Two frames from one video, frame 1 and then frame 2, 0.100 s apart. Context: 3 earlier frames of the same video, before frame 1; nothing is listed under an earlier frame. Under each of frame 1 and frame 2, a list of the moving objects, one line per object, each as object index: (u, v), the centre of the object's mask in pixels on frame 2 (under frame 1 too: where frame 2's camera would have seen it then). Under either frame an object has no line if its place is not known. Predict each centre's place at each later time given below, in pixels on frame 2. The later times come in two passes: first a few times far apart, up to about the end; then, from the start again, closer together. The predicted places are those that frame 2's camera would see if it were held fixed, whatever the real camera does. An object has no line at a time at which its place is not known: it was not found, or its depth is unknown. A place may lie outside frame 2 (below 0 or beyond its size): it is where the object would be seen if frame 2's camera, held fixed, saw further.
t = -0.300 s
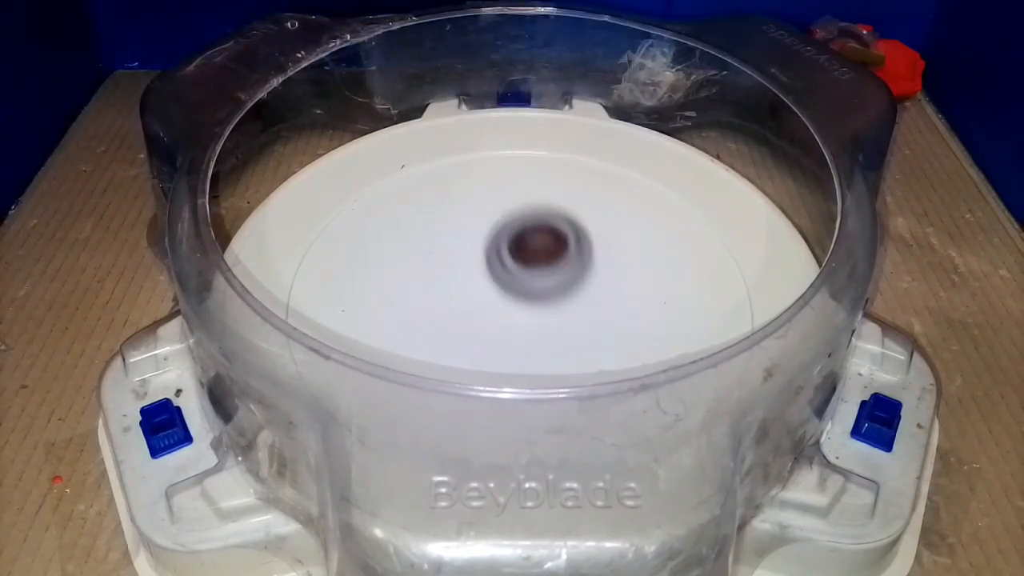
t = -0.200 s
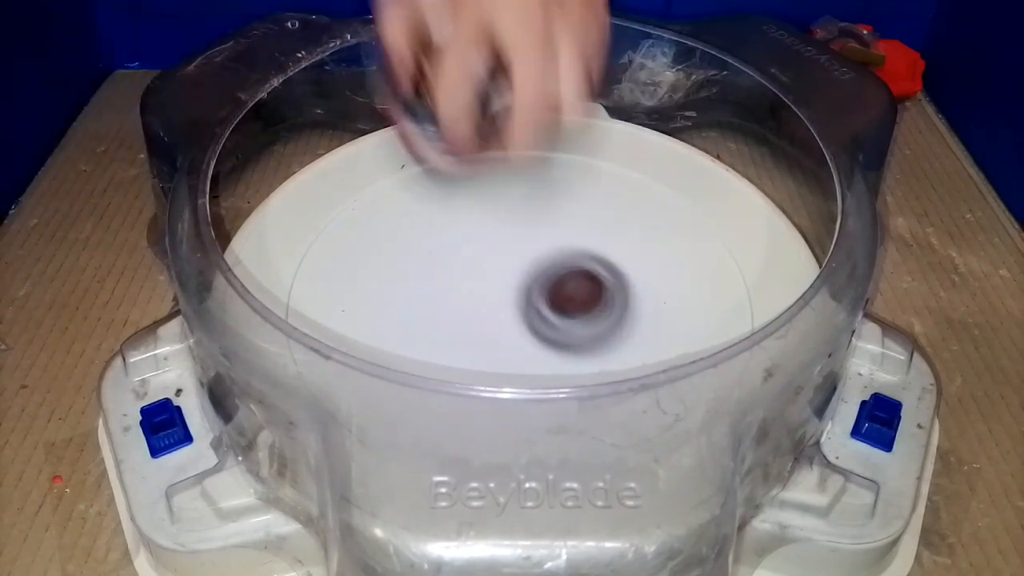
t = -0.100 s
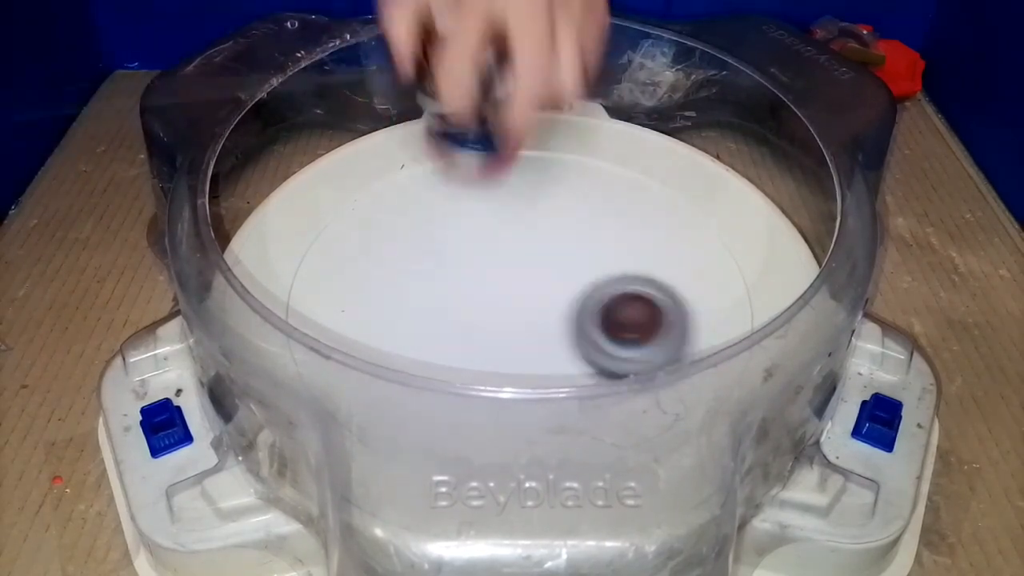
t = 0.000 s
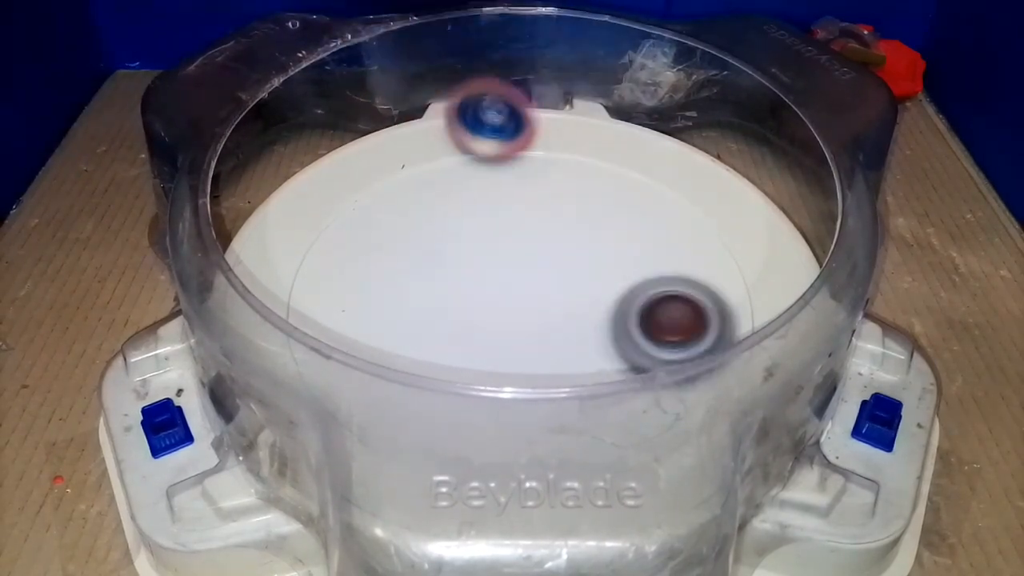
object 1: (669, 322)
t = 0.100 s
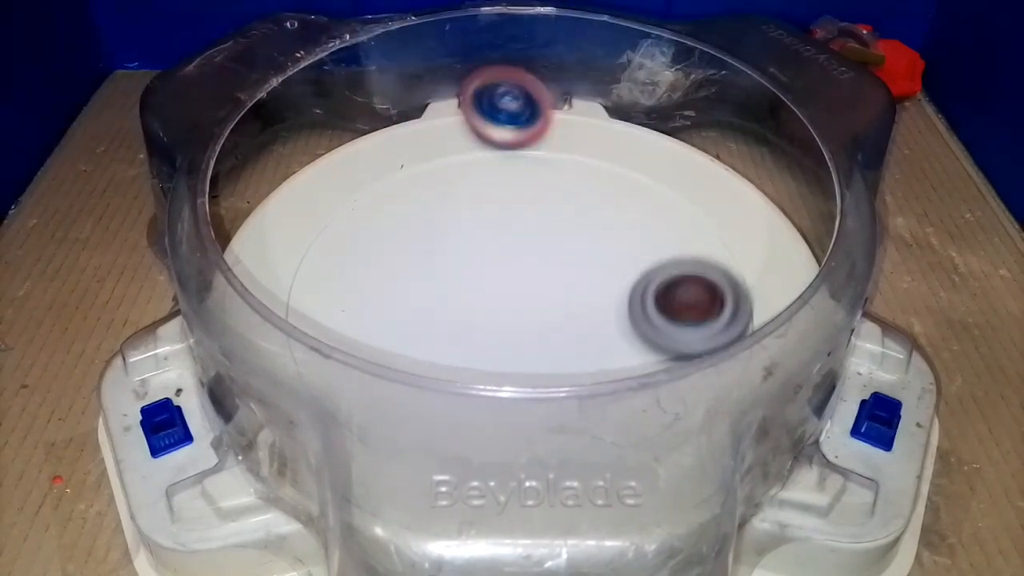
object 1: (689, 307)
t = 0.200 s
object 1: (683, 270)
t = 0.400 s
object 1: (606, 203)
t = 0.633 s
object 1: (561, 304)
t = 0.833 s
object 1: (726, 382)
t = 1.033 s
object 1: (637, 237)
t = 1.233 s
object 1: (665, 188)
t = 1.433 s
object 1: (506, 239)
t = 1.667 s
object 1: (425, 410)
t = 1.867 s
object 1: (604, 428)
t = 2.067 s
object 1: (736, 325)
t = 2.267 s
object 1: (603, 218)
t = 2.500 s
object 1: (336, 256)
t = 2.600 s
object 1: (294, 332)
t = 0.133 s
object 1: (689, 297)
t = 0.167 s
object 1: (687, 284)
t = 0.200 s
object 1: (683, 270)
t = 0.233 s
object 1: (677, 257)
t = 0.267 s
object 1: (670, 242)
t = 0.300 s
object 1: (660, 228)
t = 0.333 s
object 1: (645, 217)
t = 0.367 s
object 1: (627, 208)
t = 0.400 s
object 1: (606, 203)
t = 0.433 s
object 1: (604, 207)
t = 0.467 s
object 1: (598, 217)
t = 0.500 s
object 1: (589, 230)
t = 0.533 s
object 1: (579, 247)
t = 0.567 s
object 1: (571, 264)
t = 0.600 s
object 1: (564, 284)
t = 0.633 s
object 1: (561, 304)
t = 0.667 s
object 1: (560, 325)
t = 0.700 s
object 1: (563, 339)
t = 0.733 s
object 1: (569, 348)
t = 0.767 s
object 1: (645, 391)
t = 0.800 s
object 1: (707, 410)
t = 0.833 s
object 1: (726, 382)
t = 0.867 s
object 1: (721, 360)
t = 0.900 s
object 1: (696, 327)
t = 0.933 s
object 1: (691, 310)
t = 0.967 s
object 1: (672, 281)
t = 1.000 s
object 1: (656, 258)
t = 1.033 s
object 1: (637, 237)
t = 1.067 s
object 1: (631, 222)
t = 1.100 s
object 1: (654, 210)
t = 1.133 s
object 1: (669, 199)
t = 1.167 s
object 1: (676, 192)
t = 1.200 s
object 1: (675, 189)
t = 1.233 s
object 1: (665, 188)
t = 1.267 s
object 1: (646, 190)
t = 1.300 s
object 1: (622, 193)
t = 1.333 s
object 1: (593, 200)
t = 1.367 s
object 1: (563, 211)
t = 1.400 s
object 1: (534, 222)
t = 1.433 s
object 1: (506, 239)
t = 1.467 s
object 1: (480, 260)
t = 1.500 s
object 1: (456, 283)
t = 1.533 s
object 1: (437, 308)
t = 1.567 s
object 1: (425, 333)
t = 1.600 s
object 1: (425, 347)
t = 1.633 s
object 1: (413, 375)
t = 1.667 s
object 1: (425, 410)
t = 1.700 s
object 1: (443, 435)
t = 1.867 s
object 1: (604, 428)
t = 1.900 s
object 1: (632, 416)
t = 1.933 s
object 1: (659, 402)
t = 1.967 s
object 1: (688, 385)
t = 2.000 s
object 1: (713, 368)
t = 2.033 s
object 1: (730, 349)
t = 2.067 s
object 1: (736, 325)
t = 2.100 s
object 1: (730, 299)
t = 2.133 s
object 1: (722, 279)
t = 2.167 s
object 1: (700, 258)
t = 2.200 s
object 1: (674, 243)
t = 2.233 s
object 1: (641, 229)
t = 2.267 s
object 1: (603, 218)
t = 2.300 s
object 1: (565, 213)
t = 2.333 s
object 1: (525, 211)
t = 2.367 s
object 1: (483, 214)
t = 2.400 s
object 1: (443, 219)
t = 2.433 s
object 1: (403, 227)
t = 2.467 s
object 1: (367, 240)
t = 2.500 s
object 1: (336, 256)
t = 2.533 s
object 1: (306, 278)
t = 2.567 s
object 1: (304, 294)
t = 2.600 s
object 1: (294, 332)
